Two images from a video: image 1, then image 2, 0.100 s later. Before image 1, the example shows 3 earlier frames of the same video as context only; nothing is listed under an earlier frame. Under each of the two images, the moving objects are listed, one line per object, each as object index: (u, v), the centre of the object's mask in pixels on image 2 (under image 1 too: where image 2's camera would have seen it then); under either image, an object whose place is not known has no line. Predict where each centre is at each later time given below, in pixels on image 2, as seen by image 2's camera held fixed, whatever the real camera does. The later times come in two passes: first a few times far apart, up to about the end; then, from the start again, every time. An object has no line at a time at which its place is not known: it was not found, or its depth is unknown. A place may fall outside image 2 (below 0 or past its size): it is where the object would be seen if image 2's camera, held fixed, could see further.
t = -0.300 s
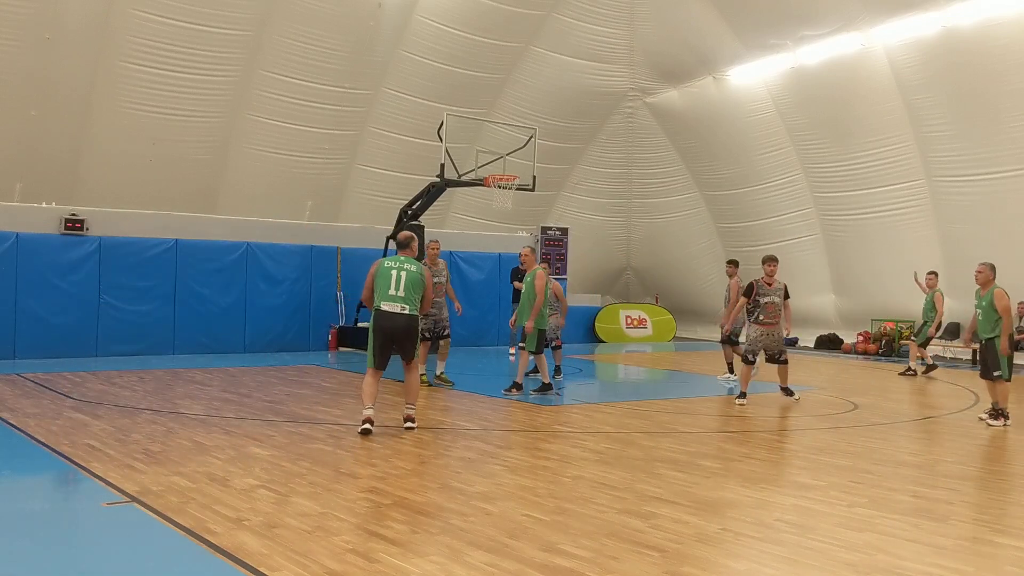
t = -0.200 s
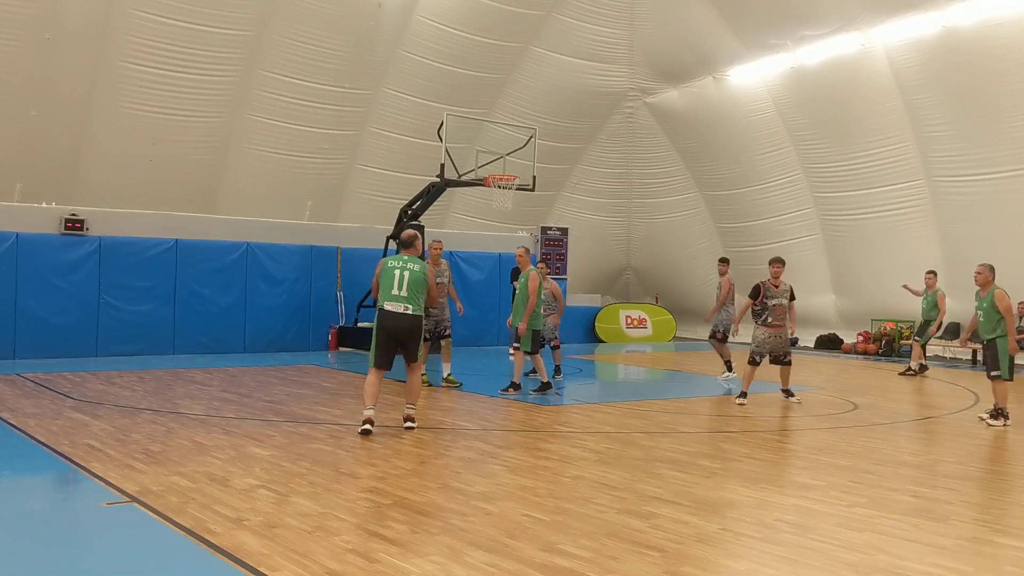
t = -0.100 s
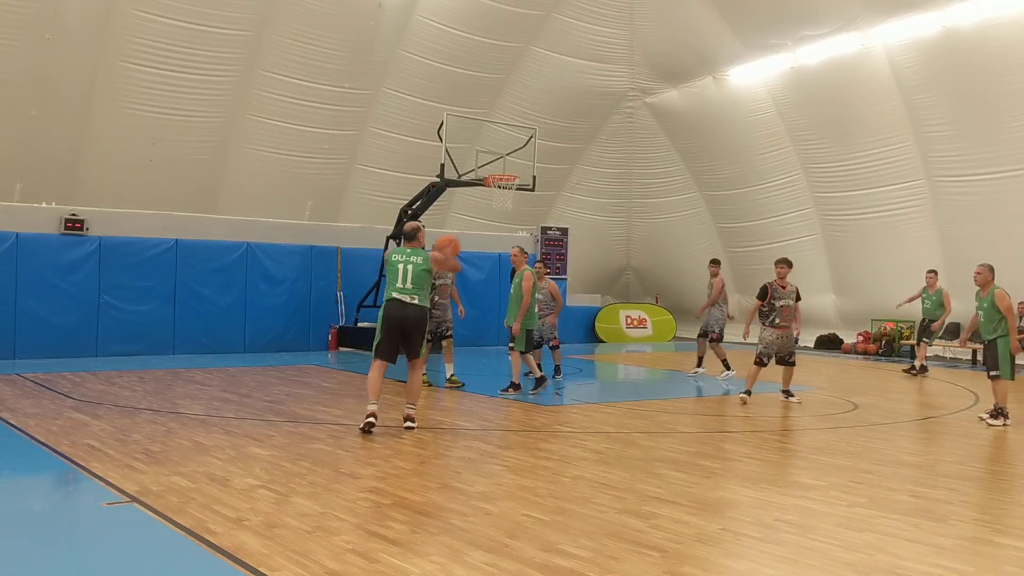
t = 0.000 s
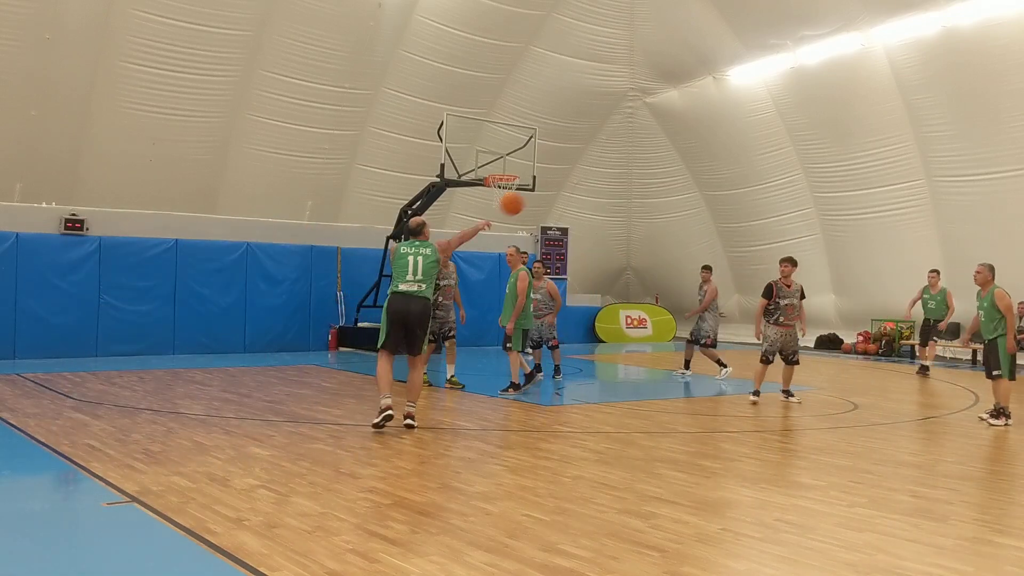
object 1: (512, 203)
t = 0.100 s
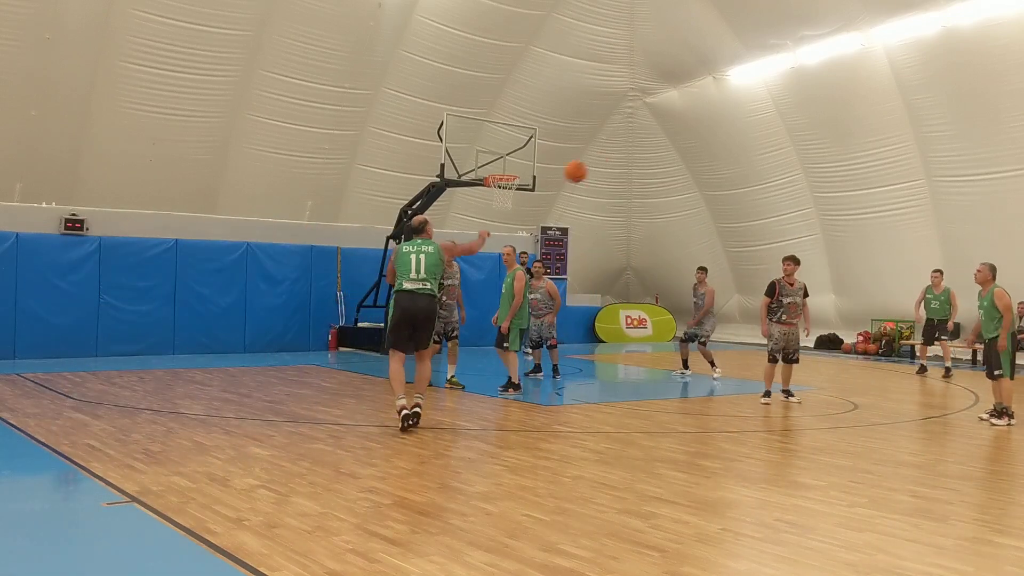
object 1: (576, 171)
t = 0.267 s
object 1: (671, 140)
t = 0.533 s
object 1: (799, 144)
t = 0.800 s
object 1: (901, 196)
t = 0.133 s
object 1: (596, 162)
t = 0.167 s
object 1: (615, 155)
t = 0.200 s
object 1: (634, 150)
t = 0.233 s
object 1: (652, 145)
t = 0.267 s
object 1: (671, 140)
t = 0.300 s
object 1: (688, 138)
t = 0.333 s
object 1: (705, 136)
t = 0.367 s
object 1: (722, 135)
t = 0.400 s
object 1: (739, 135)
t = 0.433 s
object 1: (754, 136)
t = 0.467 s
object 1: (770, 138)
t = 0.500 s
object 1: (785, 140)
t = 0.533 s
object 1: (799, 144)
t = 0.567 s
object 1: (812, 148)
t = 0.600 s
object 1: (827, 153)
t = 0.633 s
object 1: (840, 158)
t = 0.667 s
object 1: (853, 164)
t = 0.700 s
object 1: (866, 172)
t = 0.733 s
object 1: (878, 179)
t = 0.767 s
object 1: (890, 188)
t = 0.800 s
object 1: (901, 196)
